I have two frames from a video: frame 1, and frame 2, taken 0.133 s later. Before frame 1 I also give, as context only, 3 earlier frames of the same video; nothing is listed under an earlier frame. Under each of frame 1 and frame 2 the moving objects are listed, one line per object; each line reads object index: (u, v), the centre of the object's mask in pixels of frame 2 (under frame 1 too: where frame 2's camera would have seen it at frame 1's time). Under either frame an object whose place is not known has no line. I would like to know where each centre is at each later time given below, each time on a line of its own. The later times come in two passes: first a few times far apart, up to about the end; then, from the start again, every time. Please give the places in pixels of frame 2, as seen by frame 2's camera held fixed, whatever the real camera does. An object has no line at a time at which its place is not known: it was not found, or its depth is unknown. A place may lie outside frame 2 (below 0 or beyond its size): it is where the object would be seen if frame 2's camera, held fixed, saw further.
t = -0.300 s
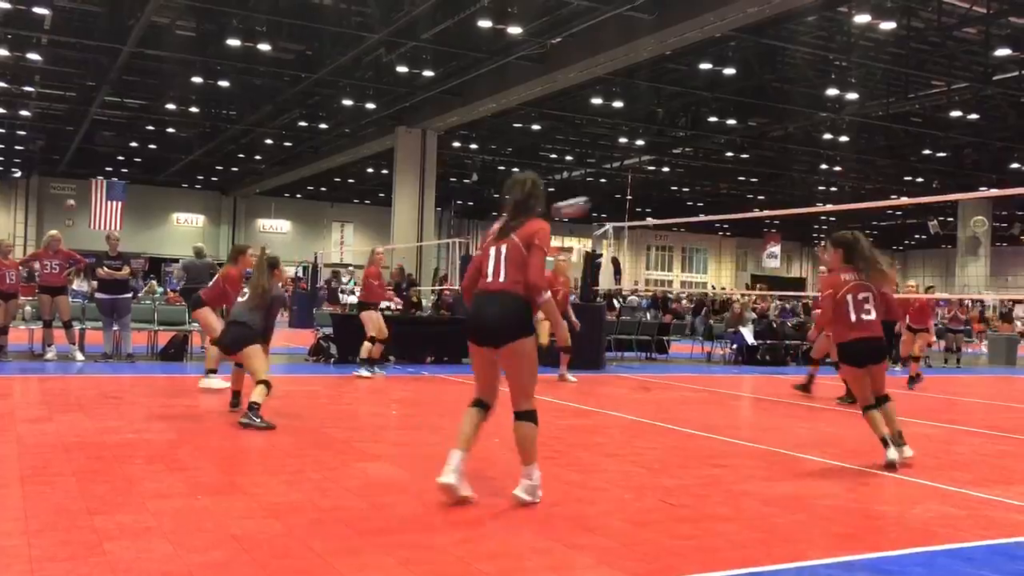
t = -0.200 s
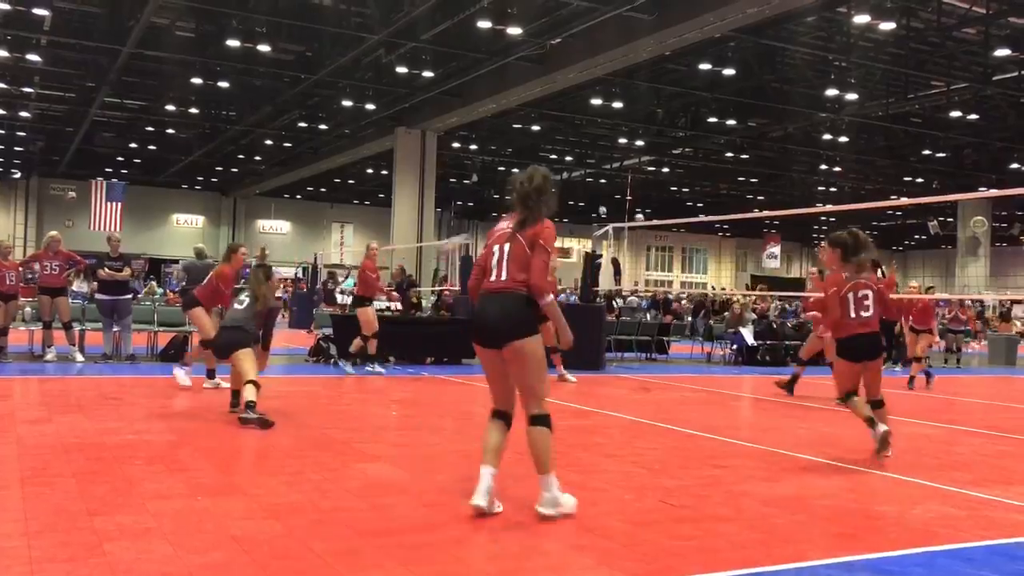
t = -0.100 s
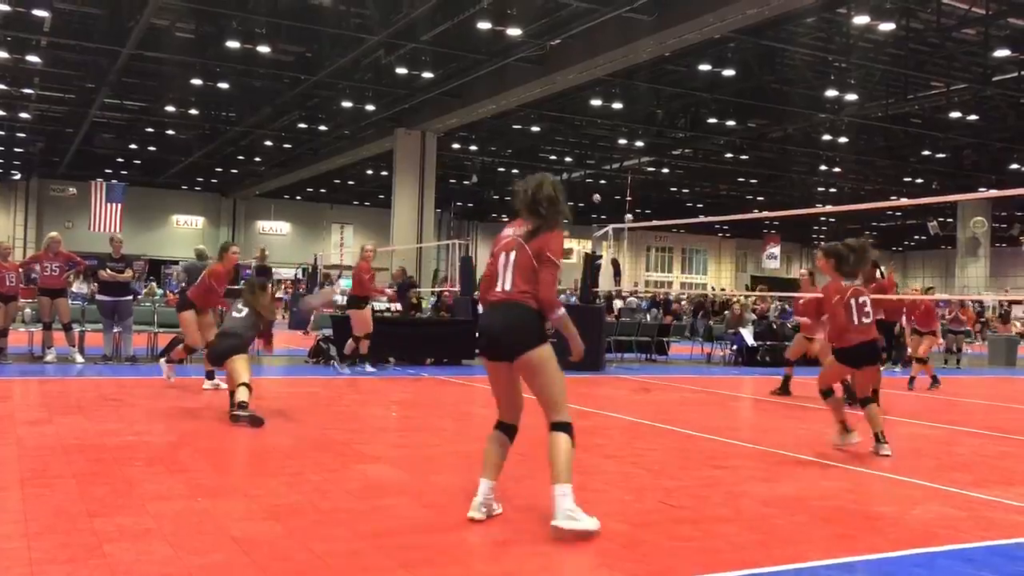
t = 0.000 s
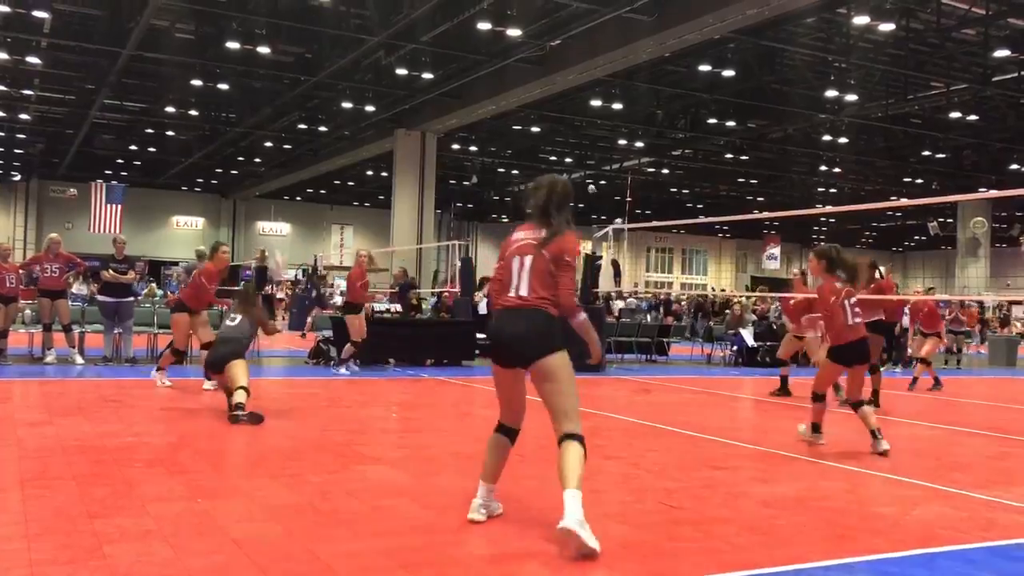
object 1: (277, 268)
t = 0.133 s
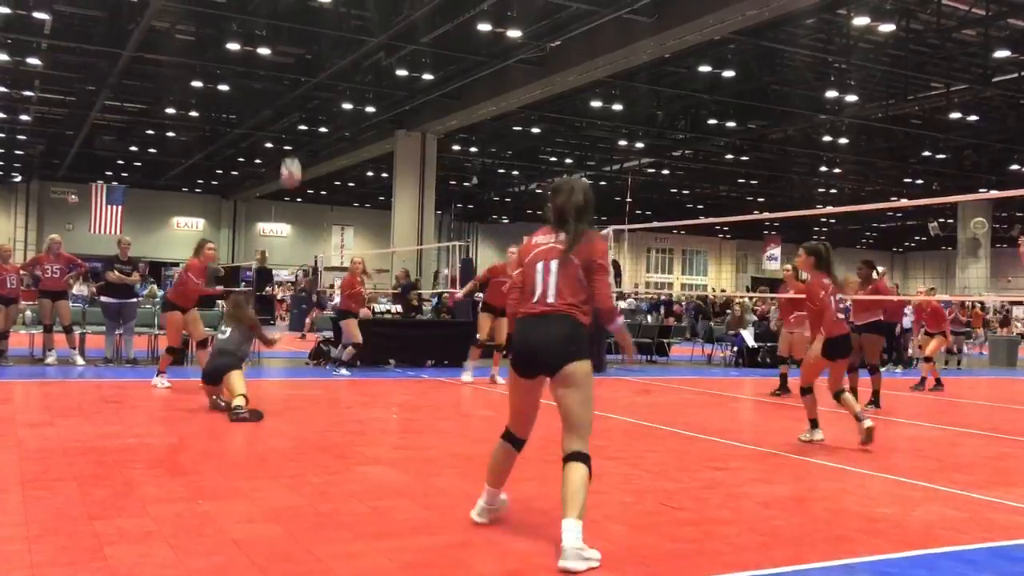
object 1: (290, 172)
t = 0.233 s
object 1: (297, 117)
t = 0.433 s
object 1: (305, 41)
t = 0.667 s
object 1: (310, 7)
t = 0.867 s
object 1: (311, 14)
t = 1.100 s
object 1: (312, 62)
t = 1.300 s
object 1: (312, 136)
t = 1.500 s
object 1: (315, 228)
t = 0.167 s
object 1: (292, 153)
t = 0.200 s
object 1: (294, 135)
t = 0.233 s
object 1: (297, 117)
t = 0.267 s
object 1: (299, 102)
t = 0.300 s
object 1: (300, 87)
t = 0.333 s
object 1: (301, 74)
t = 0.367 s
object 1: (303, 63)
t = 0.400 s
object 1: (304, 51)
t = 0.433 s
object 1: (305, 41)
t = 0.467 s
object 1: (305, 33)
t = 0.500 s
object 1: (306, 27)
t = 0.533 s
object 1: (307, 21)
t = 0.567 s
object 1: (308, 15)
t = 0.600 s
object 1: (309, 11)
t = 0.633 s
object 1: (309, 8)
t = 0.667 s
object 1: (310, 7)
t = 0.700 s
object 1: (311, 6)
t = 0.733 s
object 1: (311, 6)
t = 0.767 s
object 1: (311, 6)
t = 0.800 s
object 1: (311, 8)
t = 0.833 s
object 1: (311, 11)
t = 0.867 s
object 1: (311, 14)
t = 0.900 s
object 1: (312, 19)
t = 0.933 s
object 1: (311, 23)
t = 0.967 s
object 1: (311, 30)
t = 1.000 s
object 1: (312, 37)
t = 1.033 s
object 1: (312, 45)
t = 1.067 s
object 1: (312, 53)
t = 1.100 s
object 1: (312, 62)
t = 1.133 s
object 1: (312, 73)
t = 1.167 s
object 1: (312, 85)
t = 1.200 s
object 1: (312, 95)
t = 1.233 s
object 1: (313, 108)
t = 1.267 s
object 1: (312, 121)
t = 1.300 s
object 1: (312, 136)
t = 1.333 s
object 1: (313, 149)
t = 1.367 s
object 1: (313, 163)
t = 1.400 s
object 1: (313, 178)
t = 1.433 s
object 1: (312, 194)
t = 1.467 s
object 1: (313, 210)
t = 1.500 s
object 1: (315, 228)
